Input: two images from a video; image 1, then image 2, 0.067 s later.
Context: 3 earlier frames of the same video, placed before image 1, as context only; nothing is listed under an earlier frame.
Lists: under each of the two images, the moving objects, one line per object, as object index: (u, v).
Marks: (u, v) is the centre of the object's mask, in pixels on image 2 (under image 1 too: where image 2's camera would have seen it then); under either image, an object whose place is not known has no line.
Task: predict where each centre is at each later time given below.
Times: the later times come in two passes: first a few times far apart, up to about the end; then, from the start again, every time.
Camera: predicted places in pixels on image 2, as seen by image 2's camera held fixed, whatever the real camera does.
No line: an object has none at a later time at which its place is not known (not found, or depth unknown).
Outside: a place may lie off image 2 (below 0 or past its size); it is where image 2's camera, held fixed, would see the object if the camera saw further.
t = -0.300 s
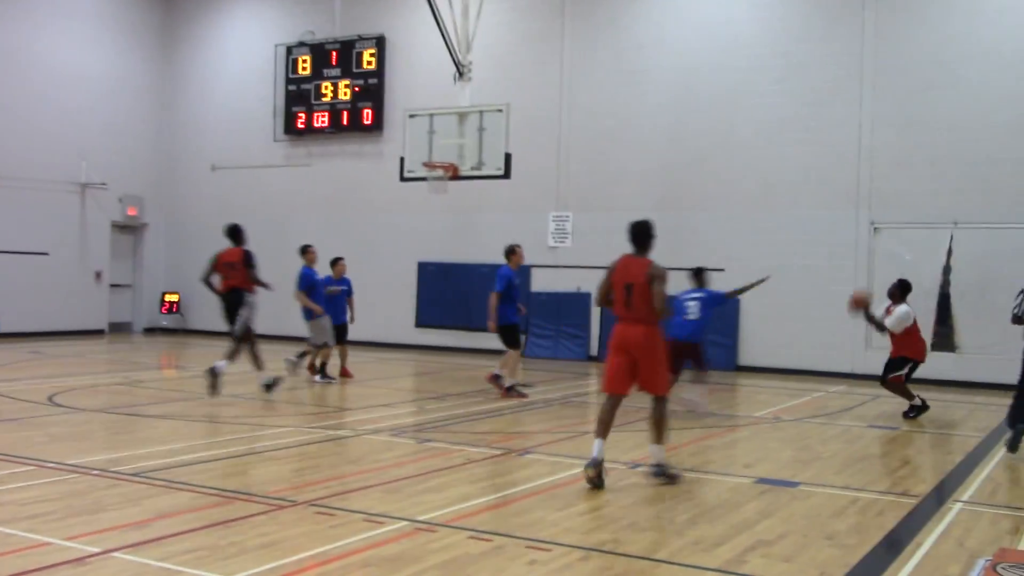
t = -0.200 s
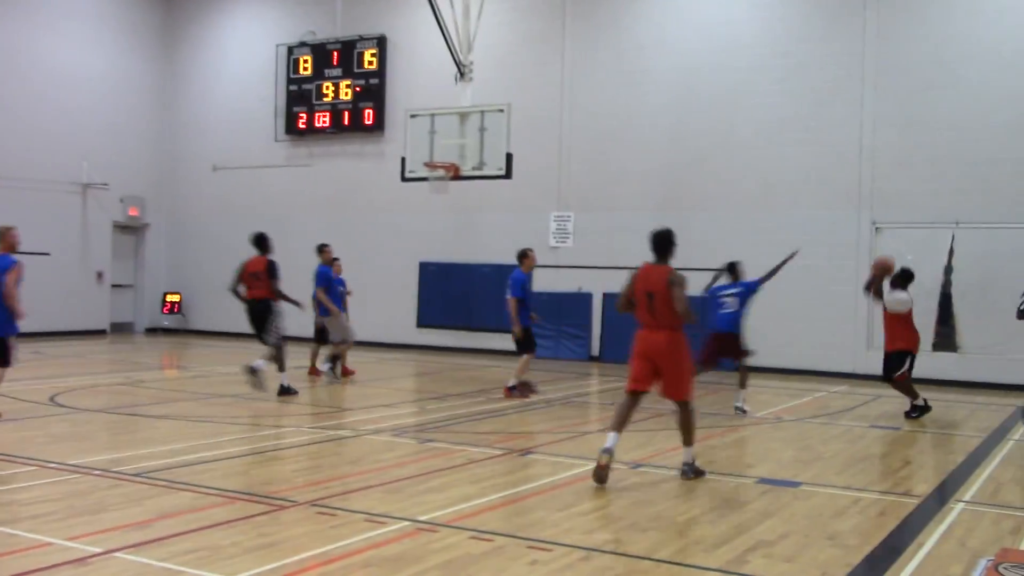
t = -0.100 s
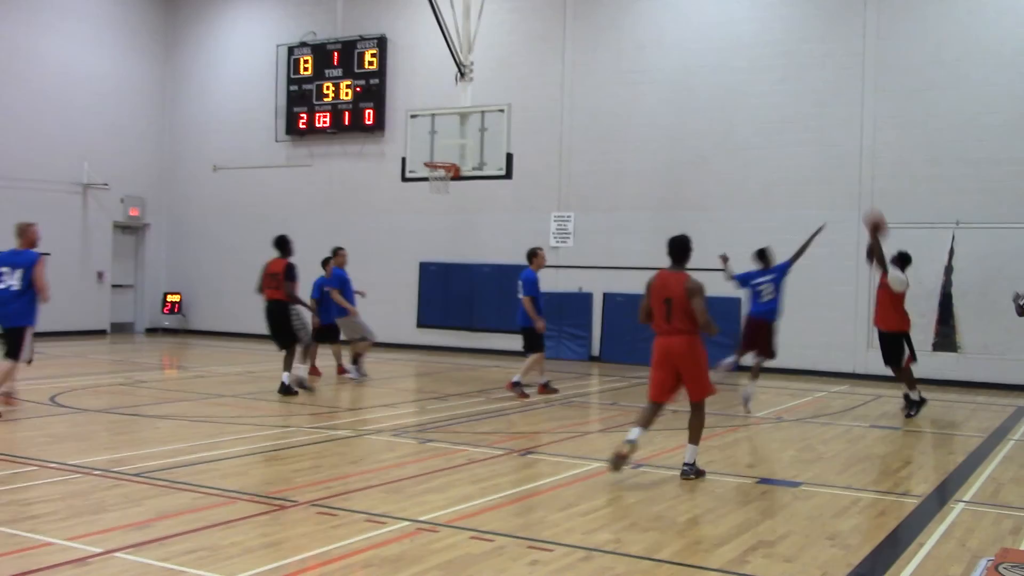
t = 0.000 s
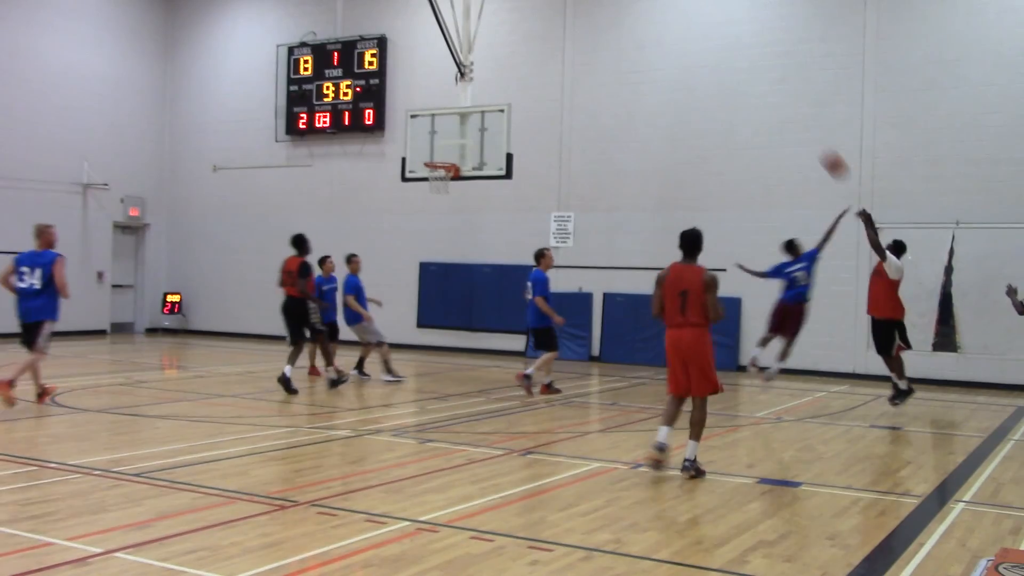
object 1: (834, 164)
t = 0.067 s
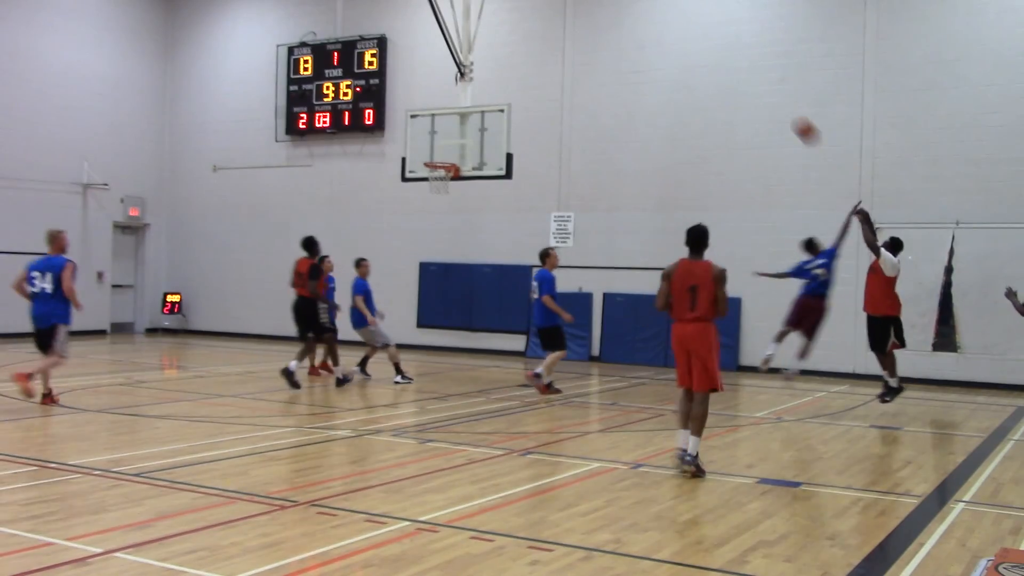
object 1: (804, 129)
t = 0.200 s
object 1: (750, 77)
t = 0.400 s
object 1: (674, 29)
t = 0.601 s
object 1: (605, 15)
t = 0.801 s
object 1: (542, 30)
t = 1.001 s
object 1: (483, 71)
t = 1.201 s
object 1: (429, 136)
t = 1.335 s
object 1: (394, 191)
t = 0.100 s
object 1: (790, 114)
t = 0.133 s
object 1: (778, 101)
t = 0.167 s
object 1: (764, 89)
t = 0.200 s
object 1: (750, 77)
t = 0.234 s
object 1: (737, 66)
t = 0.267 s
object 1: (724, 57)
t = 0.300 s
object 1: (712, 48)
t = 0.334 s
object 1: (699, 41)
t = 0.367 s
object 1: (687, 35)
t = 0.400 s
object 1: (674, 29)
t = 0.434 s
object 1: (662, 25)
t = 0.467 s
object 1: (650, 21)
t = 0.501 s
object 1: (639, 19)
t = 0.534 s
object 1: (628, 17)
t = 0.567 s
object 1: (616, 16)
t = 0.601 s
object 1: (605, 15)
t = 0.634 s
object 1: (594, 16)
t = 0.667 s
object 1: (583, 17)
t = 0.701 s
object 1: (573, 20)
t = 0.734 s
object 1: (563, 22)
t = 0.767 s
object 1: (552, 26)
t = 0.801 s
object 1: (542, 30)
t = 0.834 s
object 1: (531, 36)
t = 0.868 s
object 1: (521, 42)
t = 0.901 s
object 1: (512, 48)
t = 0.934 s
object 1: (502, 55)
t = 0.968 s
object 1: (492, 63)
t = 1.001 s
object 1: (483, 71)
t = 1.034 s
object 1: (473, 81)
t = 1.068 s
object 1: (463, 91)
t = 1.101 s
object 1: (455, 100)
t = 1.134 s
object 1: (445, 112)
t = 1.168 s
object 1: (436, 126)
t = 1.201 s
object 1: (429, 136)
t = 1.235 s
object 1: (419, 149)
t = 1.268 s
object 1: (412, 162)
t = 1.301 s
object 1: (402, 177)
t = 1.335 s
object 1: (394, 191)
